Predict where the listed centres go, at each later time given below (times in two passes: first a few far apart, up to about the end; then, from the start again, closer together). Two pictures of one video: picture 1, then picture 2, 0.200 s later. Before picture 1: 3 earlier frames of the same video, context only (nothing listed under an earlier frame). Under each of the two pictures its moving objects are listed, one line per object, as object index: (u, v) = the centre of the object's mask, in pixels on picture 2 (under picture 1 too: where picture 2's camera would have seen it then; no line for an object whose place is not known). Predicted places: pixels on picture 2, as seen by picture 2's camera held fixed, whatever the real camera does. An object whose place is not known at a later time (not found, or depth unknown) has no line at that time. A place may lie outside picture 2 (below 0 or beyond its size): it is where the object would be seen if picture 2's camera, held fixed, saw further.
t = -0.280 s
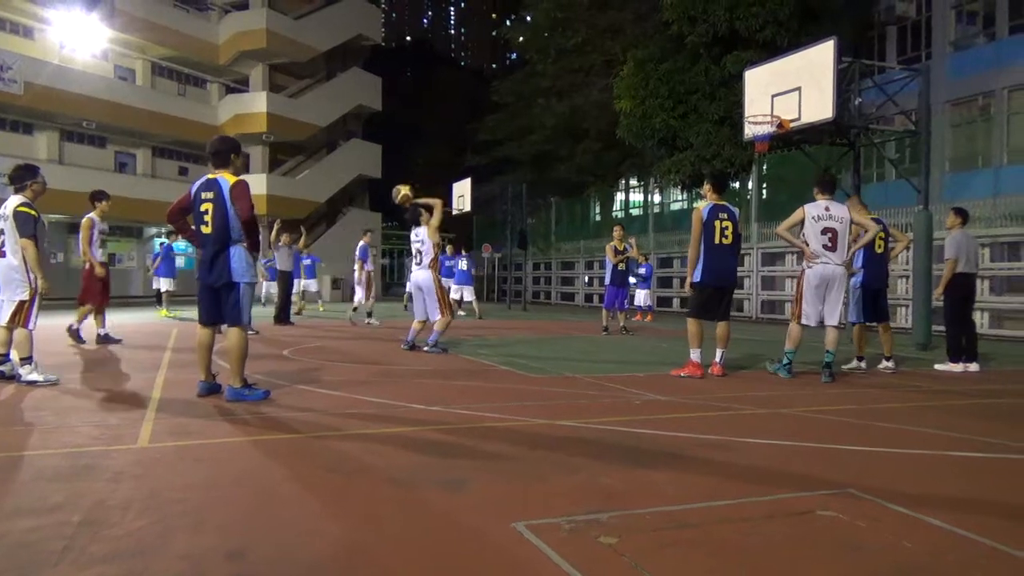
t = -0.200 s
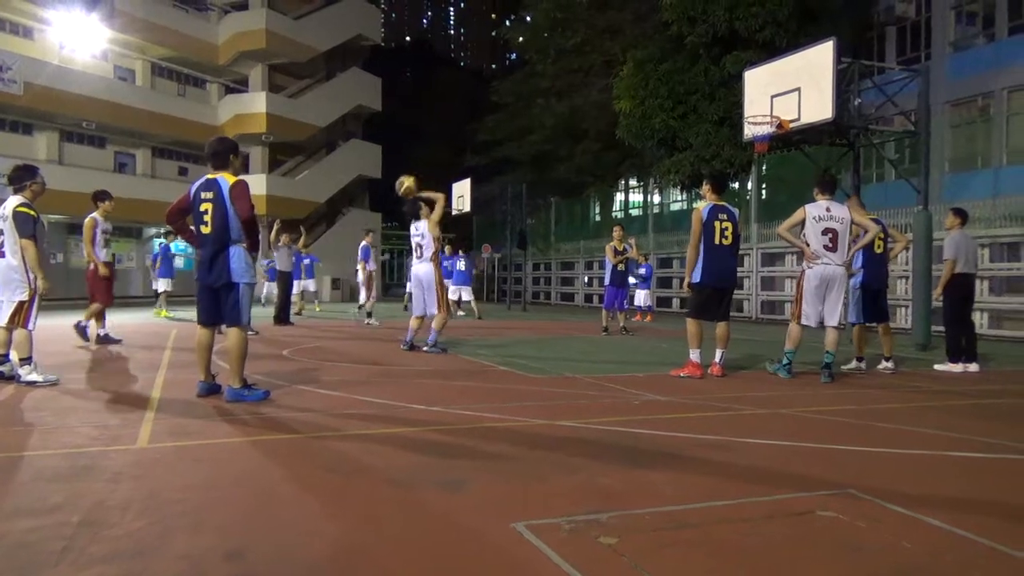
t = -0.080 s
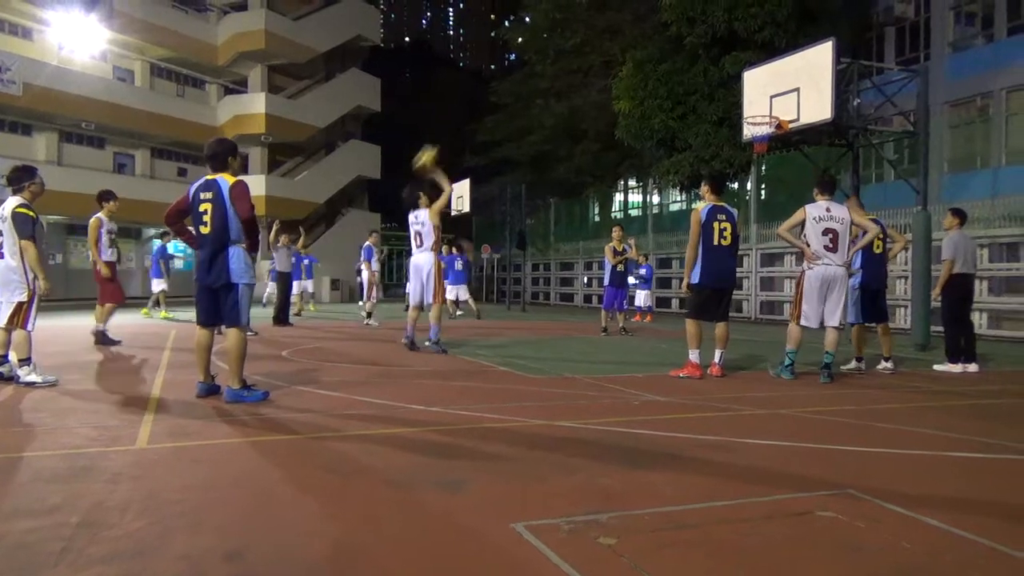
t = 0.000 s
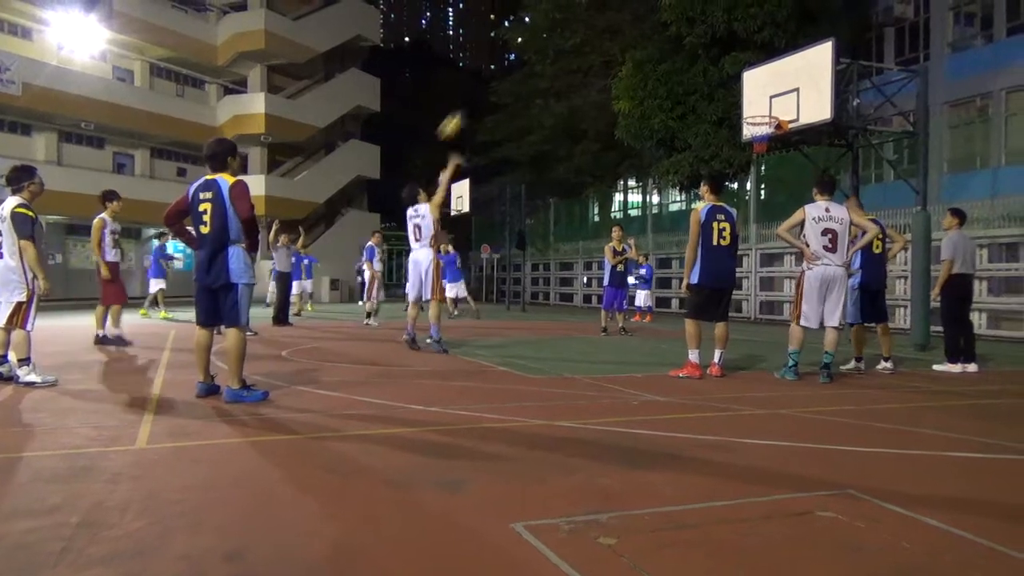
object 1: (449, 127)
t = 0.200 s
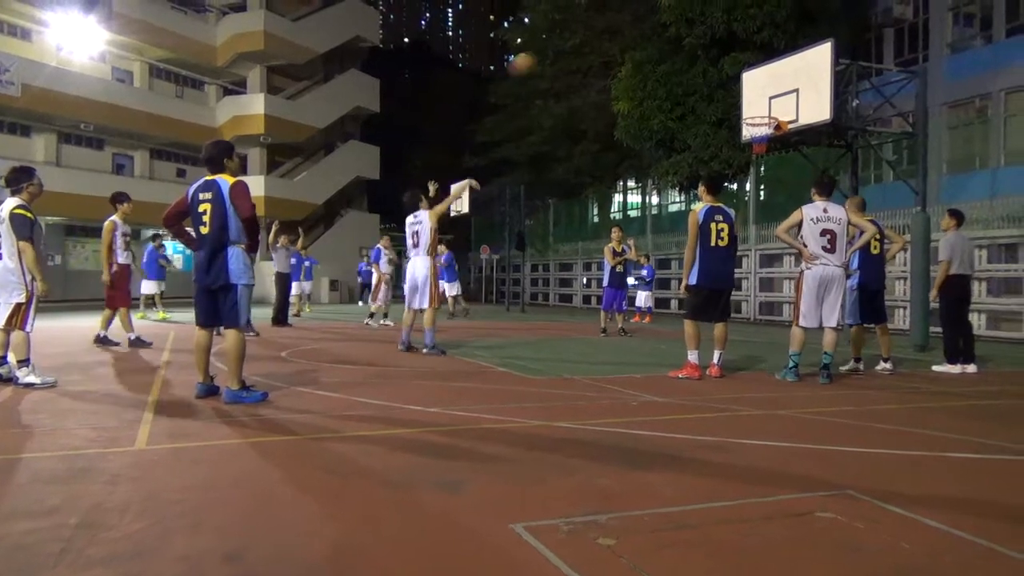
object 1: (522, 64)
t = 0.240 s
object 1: (537, 53)
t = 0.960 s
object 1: (747, 106)
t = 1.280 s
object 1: (757, 81)
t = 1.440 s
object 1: (762, 97)
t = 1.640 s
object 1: (776, 91)
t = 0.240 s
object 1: (537, 53)
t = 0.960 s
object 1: (747, 106)
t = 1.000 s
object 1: (749, 98)
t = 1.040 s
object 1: (750, 92)
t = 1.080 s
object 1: (751, 88)
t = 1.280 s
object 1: (757, 81)
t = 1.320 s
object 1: (759, 83)
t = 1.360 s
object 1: (760, 87)
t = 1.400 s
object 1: (761, 91)
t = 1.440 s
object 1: (762, 97)
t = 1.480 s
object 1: (764, 104)
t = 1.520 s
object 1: (766, 103)
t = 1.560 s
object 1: (770, 98)
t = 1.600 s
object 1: (773, 94)
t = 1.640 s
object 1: (776, 91)
